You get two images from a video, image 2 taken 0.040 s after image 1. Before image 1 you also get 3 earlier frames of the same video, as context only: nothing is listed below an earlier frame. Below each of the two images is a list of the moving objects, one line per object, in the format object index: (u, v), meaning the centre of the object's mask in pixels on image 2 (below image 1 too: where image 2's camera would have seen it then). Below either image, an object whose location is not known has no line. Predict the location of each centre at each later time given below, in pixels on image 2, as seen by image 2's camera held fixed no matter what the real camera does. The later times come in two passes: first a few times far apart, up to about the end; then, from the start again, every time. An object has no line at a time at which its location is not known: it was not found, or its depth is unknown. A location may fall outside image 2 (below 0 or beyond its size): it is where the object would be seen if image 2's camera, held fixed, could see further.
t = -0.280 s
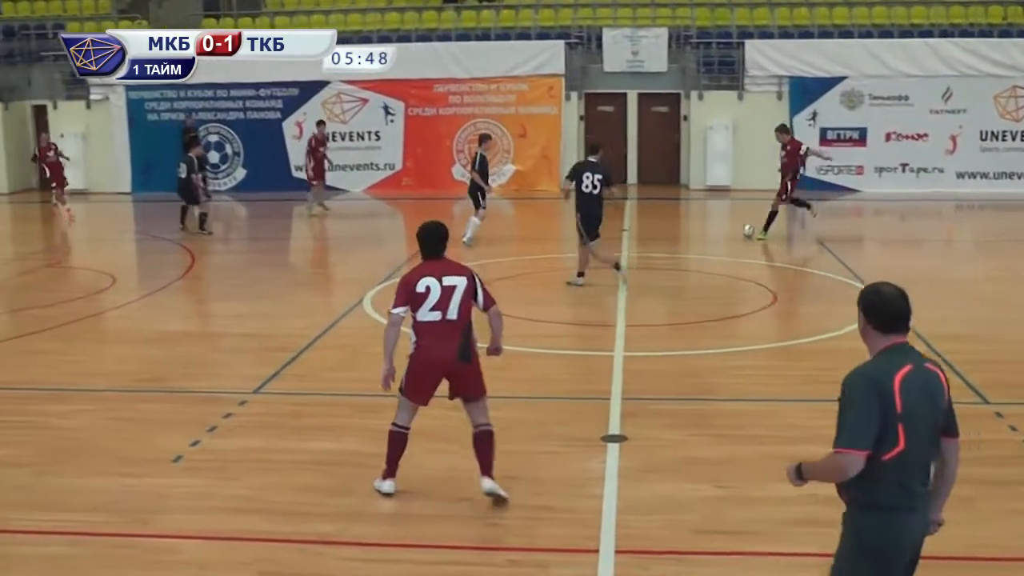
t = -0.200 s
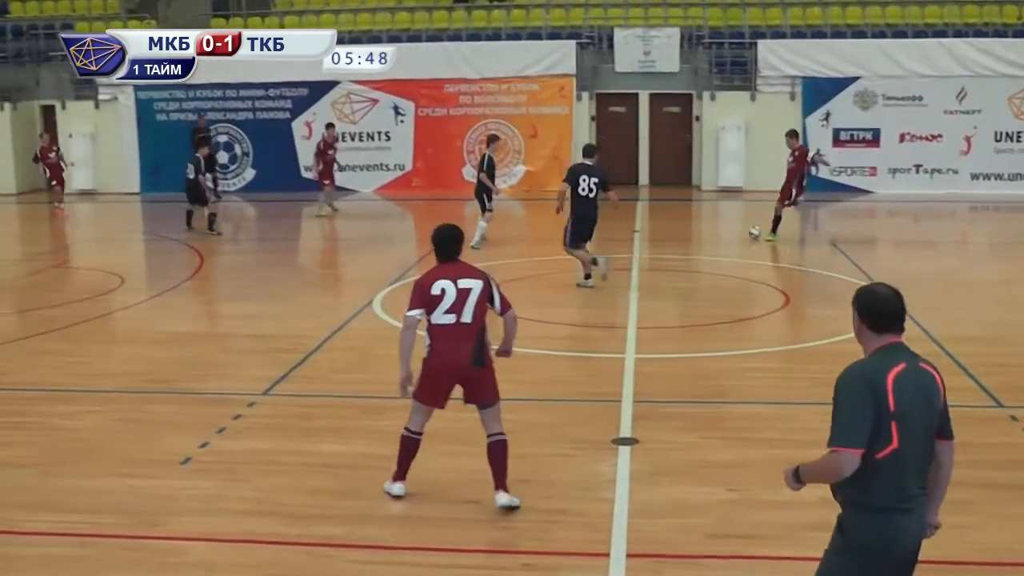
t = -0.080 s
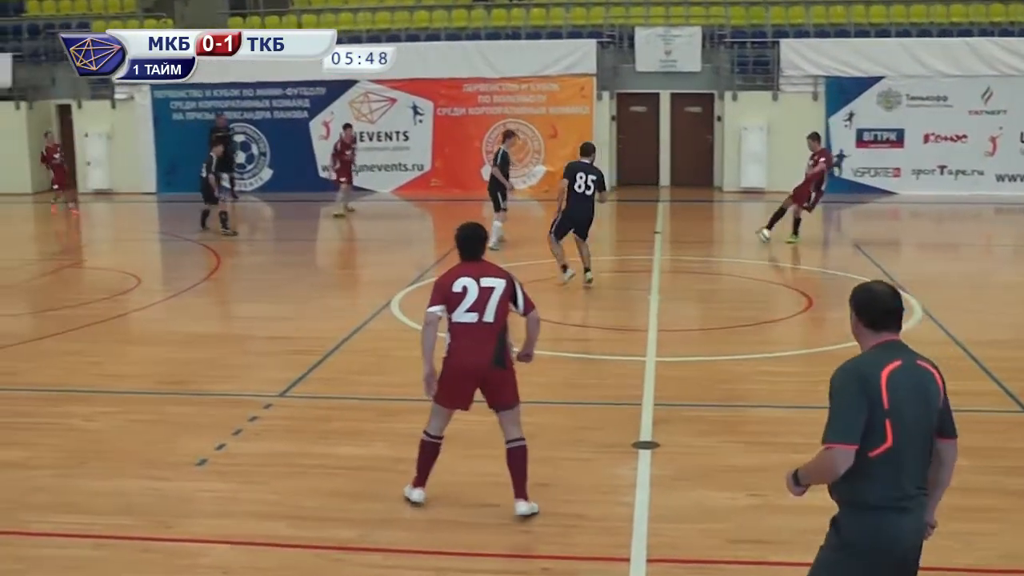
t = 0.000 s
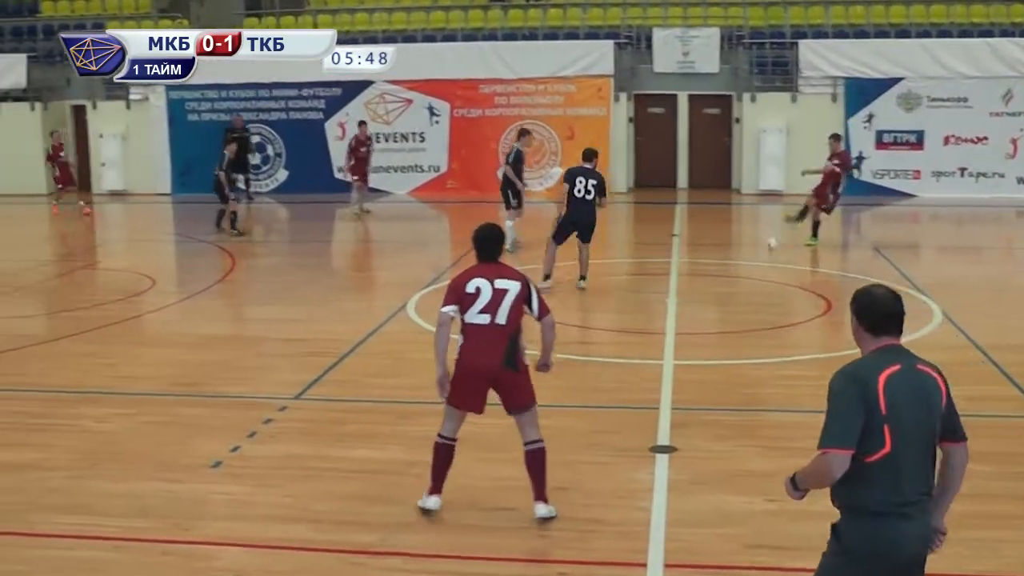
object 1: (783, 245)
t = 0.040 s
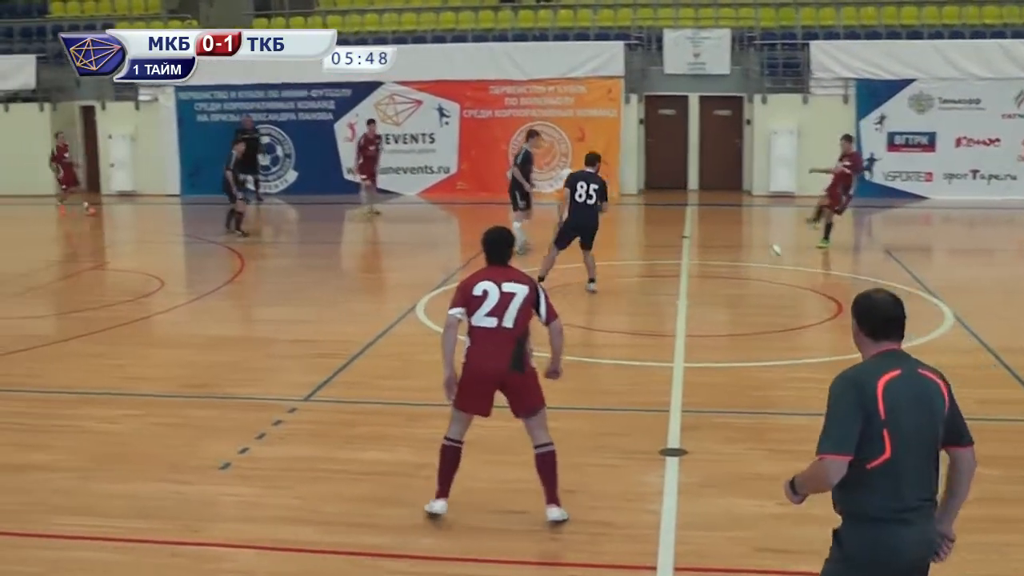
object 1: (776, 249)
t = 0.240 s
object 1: (745, 282)
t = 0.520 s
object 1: (696, 331)
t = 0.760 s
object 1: (647, 385)
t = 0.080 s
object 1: (770, 259)
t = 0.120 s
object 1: (763, 266)
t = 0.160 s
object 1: (758, 270)
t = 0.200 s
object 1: (751, 274)
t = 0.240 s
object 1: (745, 282)
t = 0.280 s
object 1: (737, 291)
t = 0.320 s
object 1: (732, 298)
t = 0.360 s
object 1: (724, 302)
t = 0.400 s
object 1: (717, 309)
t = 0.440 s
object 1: (710, 318)
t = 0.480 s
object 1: (704, 324)
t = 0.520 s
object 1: (696, 331)
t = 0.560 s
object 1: (689, 340)
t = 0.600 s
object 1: (681, 349)
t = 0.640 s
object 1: (672, 358)
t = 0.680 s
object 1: (665, 366)
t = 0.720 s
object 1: (656, 375)
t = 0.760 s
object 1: (647, 385)
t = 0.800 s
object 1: (636, 393)
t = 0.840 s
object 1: (626, 404)
